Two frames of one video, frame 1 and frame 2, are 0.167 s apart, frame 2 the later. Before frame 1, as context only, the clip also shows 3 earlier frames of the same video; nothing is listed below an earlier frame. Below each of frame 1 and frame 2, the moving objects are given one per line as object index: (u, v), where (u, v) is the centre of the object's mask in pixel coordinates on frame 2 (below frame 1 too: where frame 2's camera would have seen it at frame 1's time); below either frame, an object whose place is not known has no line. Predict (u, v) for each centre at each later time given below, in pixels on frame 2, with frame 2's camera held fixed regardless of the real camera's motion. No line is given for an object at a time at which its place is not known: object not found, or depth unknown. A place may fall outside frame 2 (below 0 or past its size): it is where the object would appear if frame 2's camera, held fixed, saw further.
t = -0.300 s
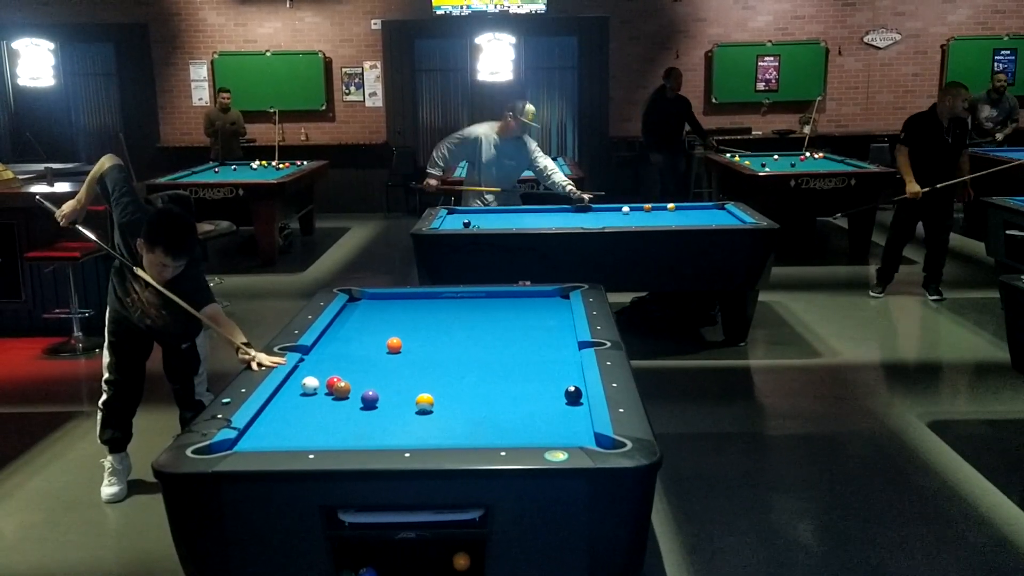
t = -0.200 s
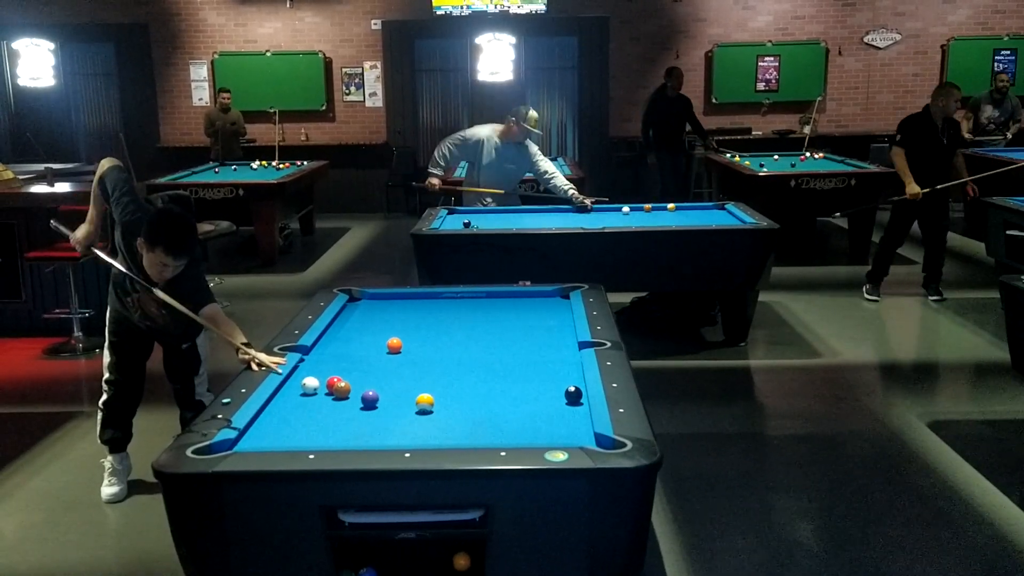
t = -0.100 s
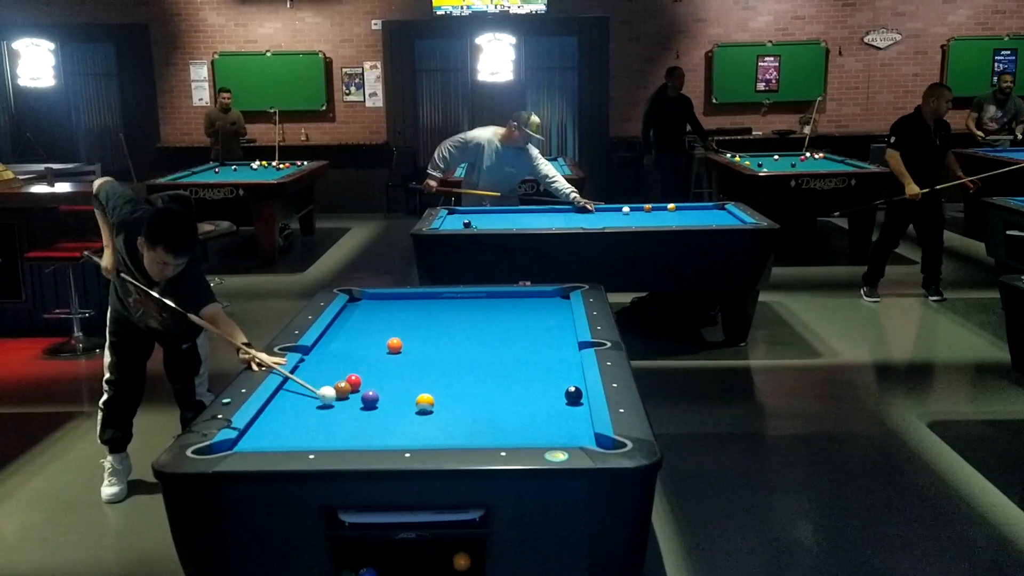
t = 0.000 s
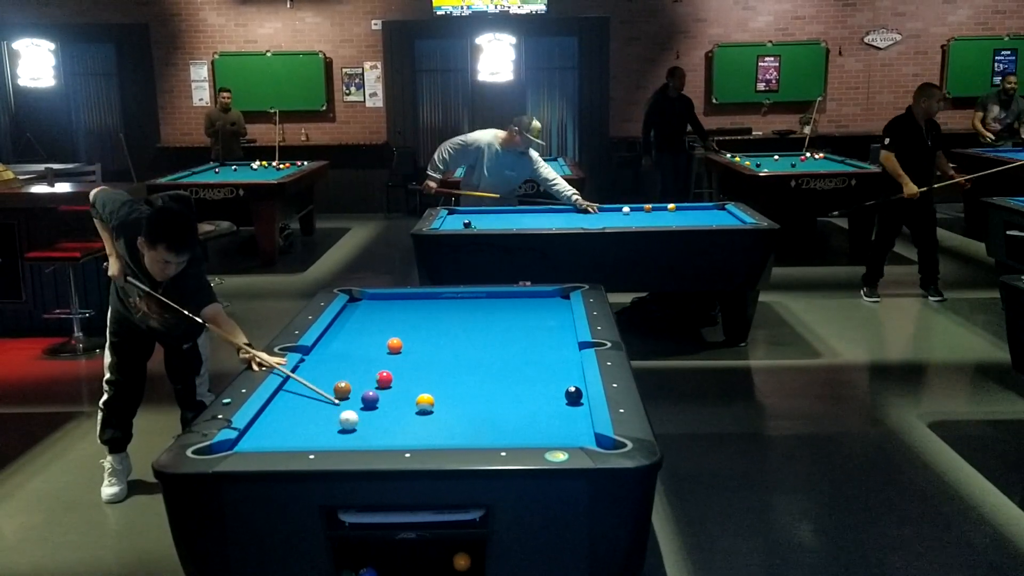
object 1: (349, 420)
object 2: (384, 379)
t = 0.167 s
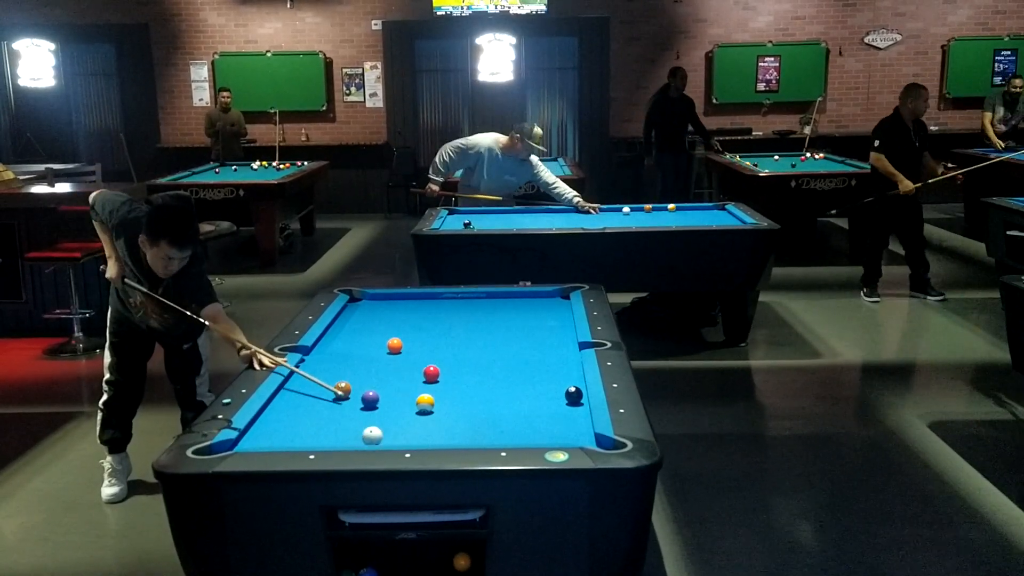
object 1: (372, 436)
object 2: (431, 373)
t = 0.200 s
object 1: (372, 432)
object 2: (440, 372)
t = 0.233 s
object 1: (372, 428)
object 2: (449, 371)
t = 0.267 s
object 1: (372, 424)
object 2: (458, 370)
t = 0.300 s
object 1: (372, 421)
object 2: (467, 369)
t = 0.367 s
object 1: (372, 415)
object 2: (485, 367)
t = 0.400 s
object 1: (372, 411)
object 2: (493, 366)
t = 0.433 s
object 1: (372, 408)
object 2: (502, 365)
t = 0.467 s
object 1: (371, 405)
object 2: (510, 364)
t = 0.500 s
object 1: (372, 404)
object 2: (519, 363)
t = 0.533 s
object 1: (372, 404)
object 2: (527, 362)
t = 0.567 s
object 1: (372, 403)
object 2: (535, 361)
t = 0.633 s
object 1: (373, 402)
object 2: (551, 359)
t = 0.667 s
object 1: (373, 401)
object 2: (559, 358)
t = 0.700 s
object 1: (373, 401)
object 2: (567, 357)
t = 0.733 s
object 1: (373, 400)
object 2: (573, 357)
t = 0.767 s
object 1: (373, 399)
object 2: (568, 356)
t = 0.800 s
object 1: (373, 399)
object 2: (563, 356)
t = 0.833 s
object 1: (373, 398)
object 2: (558, 356)
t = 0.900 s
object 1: (373, 397)
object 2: (548, 355)
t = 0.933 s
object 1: (374, 397)
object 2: (544, 355)
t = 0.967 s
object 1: (374, 396)
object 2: (539, 355)
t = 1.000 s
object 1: (374, 395)
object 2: (534, 354)
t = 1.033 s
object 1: (374, 395)
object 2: (530, 354)
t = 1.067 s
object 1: (374, 394)
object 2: (525, 353)
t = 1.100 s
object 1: (374, 394)
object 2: (520, 353)
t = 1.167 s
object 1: (374, 393)
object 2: (512, 352)
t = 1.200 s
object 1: (374, 393)
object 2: (507, 352)
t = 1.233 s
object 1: (375, 392)
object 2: (503, 352)
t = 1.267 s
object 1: (375, 392)
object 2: (498, 352)
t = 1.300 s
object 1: (375, 391)
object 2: (494, 351)
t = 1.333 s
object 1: (375, 391)
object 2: (490, 351)
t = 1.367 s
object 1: (375, 391)
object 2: (486, 351)
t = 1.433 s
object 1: (376, 390)
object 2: (477, 350)
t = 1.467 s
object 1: (376, 389)
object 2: (473, 350)
